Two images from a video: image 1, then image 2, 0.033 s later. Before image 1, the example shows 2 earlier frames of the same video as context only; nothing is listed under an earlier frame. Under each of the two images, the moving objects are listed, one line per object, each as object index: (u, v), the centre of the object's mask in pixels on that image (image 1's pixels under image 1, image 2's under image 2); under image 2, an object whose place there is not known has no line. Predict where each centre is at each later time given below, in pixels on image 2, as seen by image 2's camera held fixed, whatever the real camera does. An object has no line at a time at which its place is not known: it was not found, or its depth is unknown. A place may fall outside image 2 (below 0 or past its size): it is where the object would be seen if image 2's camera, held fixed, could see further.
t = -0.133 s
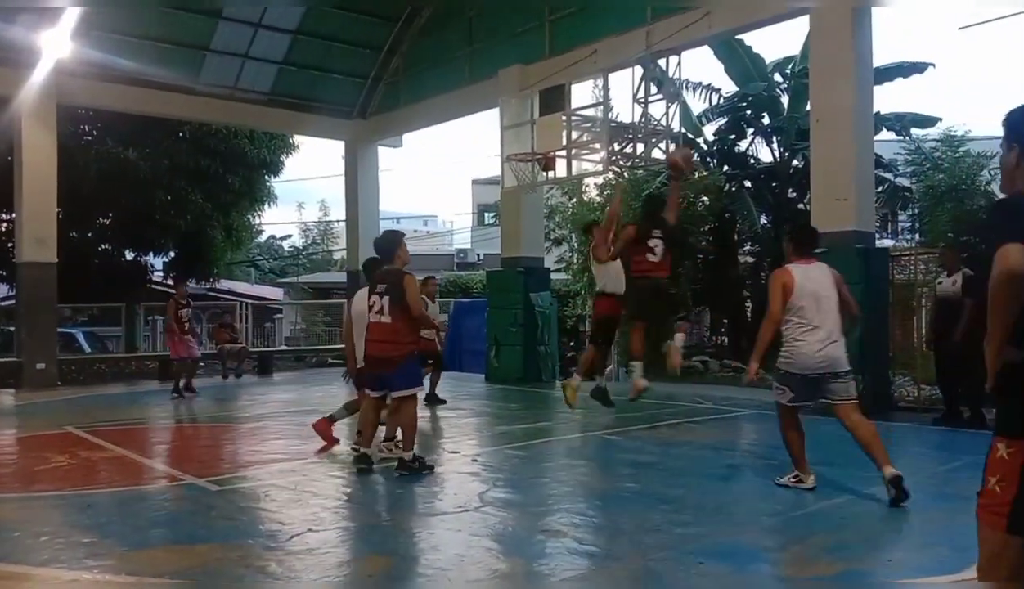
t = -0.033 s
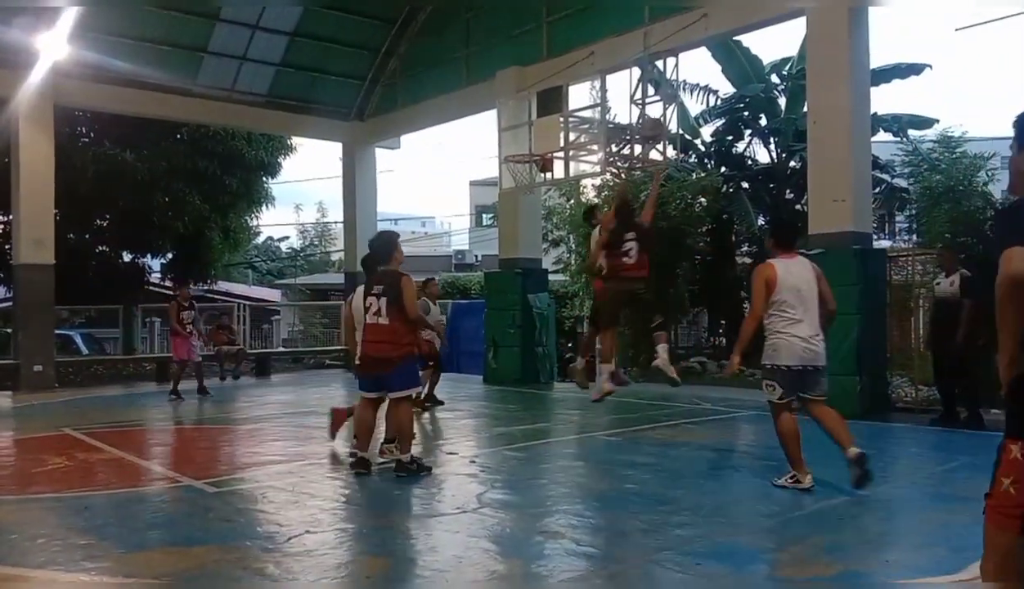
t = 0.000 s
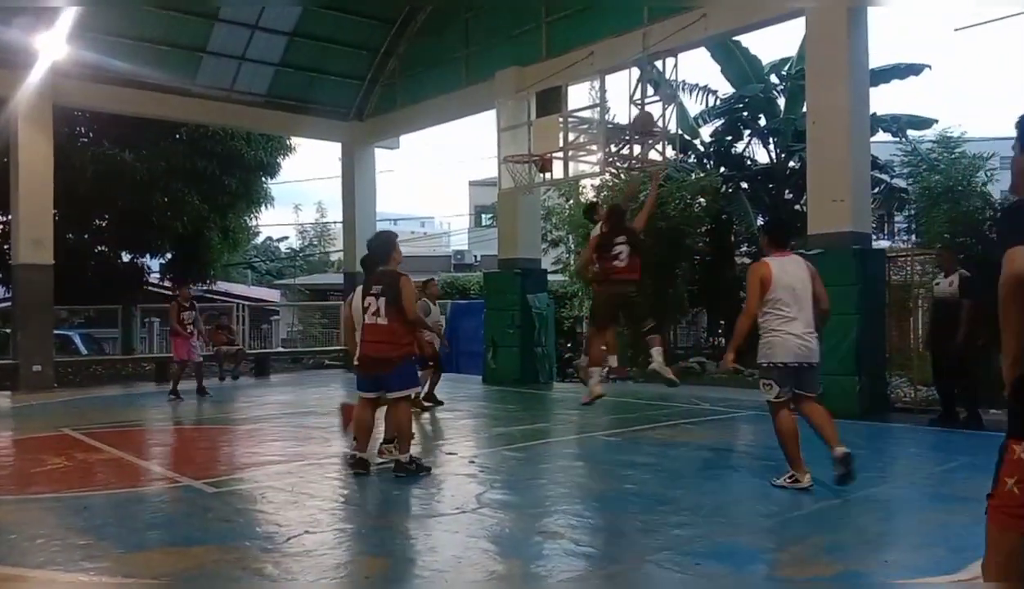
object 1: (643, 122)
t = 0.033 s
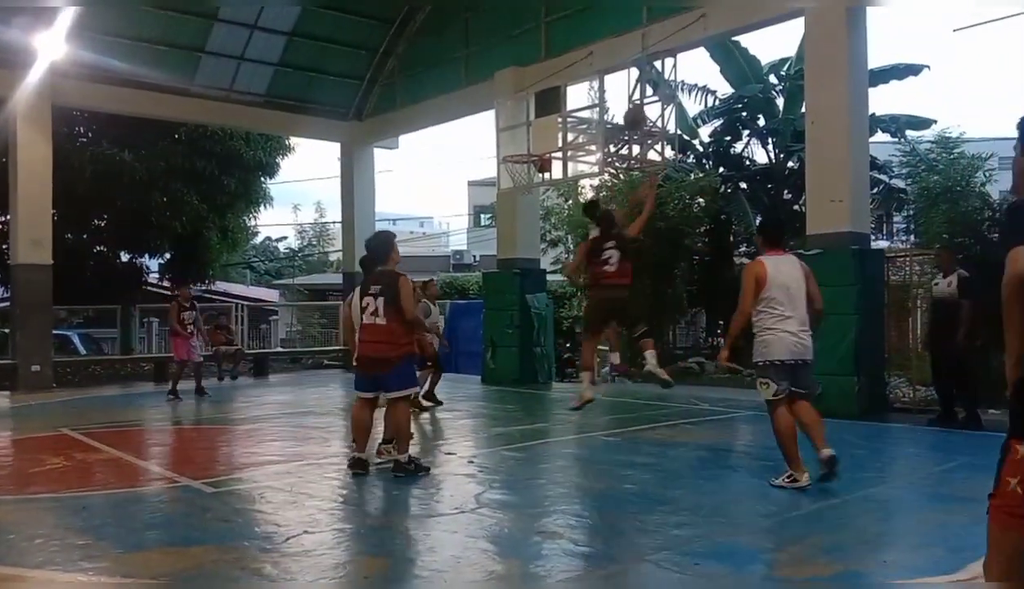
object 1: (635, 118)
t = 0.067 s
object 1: (629, 114)
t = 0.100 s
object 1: (620, 111)
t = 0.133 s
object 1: (613, 109)
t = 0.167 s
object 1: (607, 109)
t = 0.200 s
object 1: (601, 109)
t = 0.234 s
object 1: (596, 110)
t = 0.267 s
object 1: (590, 113)
